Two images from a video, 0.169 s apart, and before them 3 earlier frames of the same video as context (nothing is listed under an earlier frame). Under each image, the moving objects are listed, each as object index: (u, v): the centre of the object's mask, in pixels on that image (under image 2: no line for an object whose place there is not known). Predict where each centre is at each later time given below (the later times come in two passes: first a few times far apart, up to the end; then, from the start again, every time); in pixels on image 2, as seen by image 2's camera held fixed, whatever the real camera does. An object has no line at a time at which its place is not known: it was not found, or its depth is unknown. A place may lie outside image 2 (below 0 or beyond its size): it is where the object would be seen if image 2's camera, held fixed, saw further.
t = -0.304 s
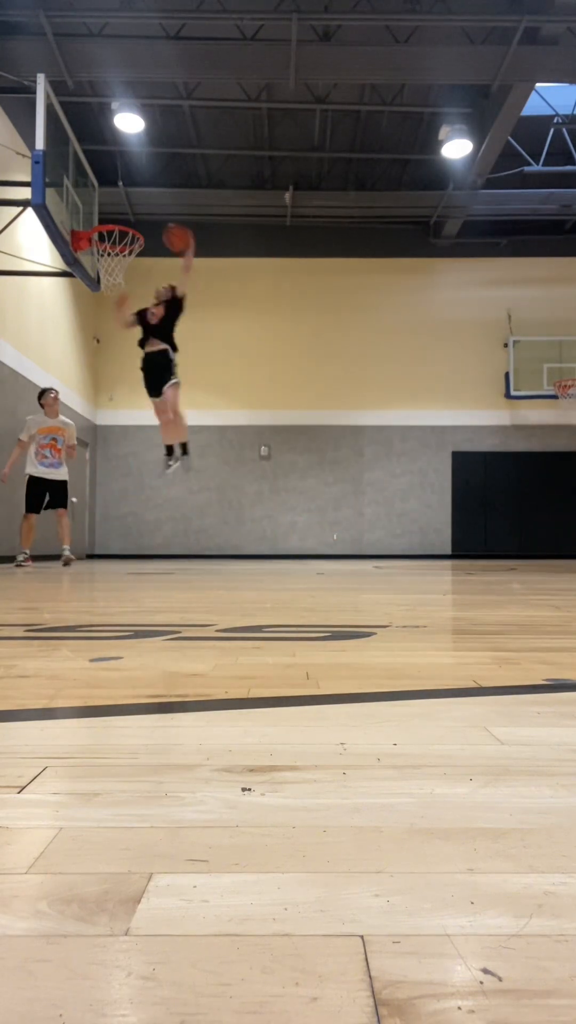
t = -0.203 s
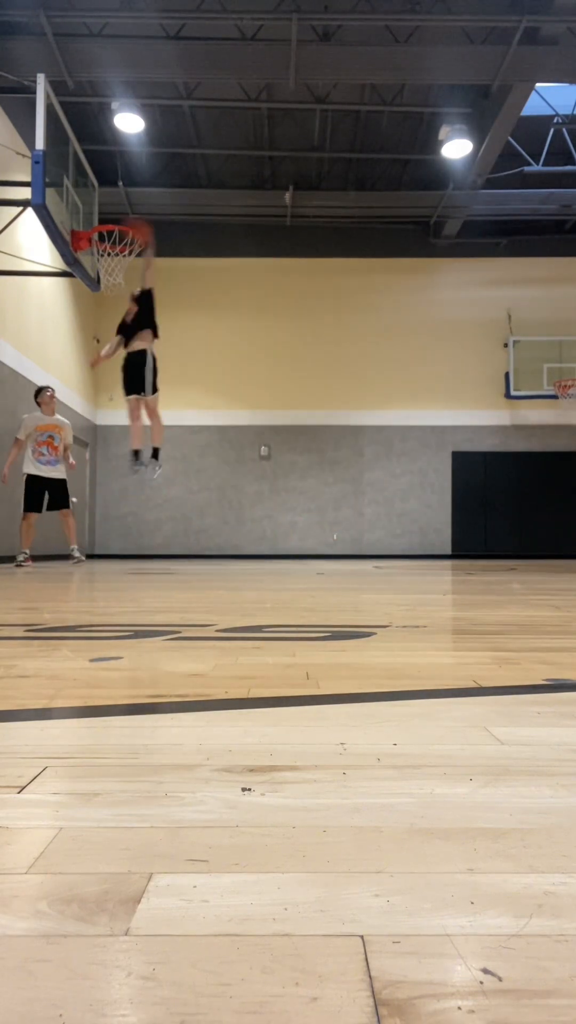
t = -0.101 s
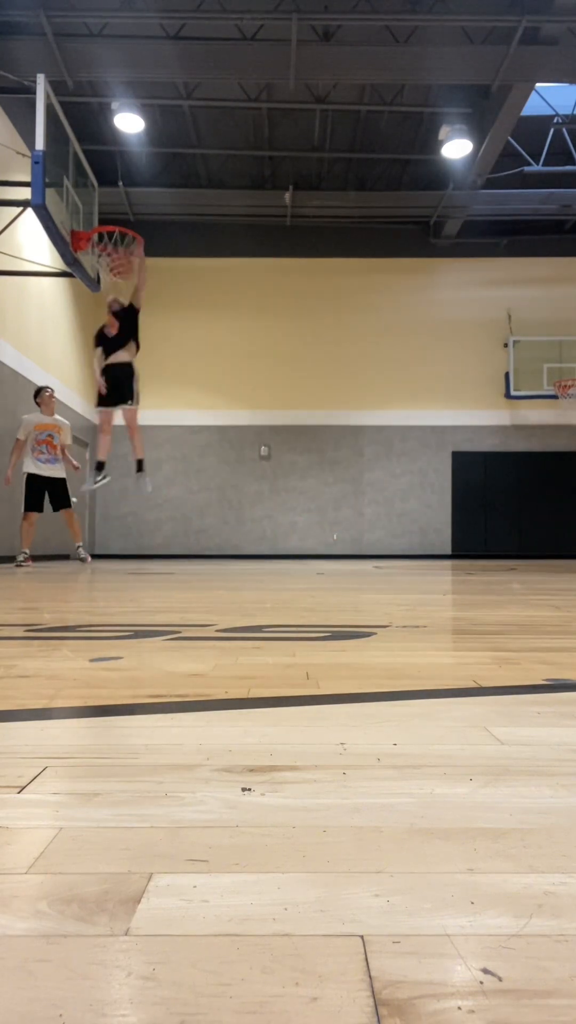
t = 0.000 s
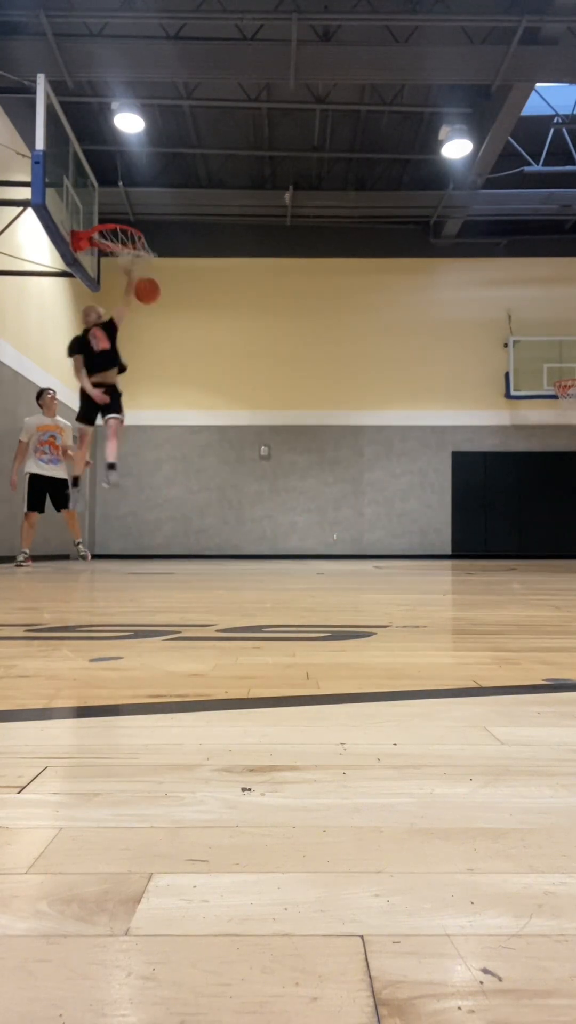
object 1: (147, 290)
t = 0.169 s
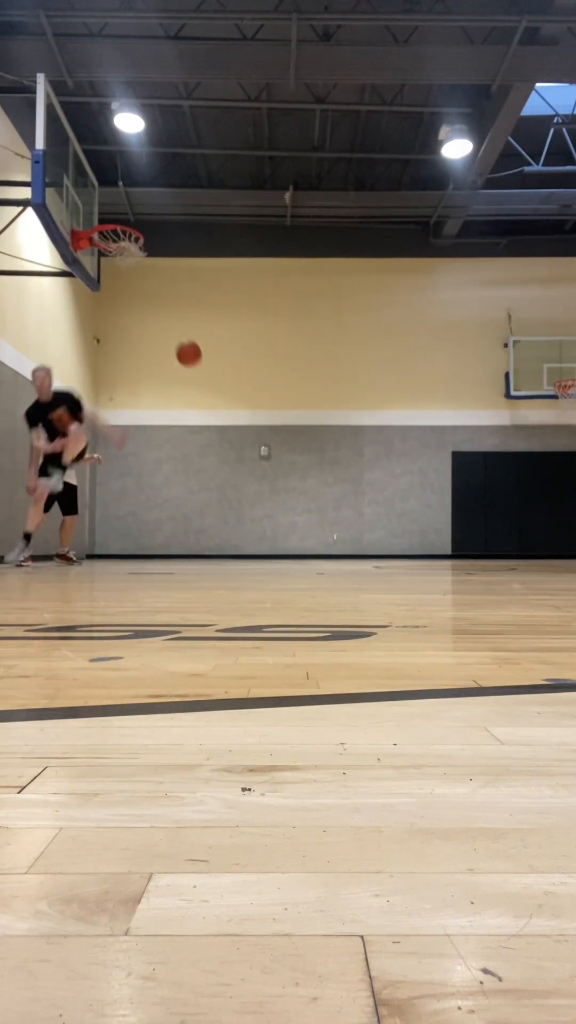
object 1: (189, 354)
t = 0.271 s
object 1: (209, 399)
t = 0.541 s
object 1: (258, 552)
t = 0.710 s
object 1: (270, 476)
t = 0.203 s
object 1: (196, 368)
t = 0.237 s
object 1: (202, 383)
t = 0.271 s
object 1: (209, 399)
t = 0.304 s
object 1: (215, 417)
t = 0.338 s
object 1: (222, 435)
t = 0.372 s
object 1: (229, 455)
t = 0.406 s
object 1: (235, 475)
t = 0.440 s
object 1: (241, 497)
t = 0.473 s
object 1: (247, 519)
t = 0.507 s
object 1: (254, 543)
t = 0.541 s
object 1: (258, 552)
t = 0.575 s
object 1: (260, 534)
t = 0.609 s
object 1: (263, 518)
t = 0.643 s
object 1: (265, 503)
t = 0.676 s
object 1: (267, 489)
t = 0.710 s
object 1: (270, 476)
